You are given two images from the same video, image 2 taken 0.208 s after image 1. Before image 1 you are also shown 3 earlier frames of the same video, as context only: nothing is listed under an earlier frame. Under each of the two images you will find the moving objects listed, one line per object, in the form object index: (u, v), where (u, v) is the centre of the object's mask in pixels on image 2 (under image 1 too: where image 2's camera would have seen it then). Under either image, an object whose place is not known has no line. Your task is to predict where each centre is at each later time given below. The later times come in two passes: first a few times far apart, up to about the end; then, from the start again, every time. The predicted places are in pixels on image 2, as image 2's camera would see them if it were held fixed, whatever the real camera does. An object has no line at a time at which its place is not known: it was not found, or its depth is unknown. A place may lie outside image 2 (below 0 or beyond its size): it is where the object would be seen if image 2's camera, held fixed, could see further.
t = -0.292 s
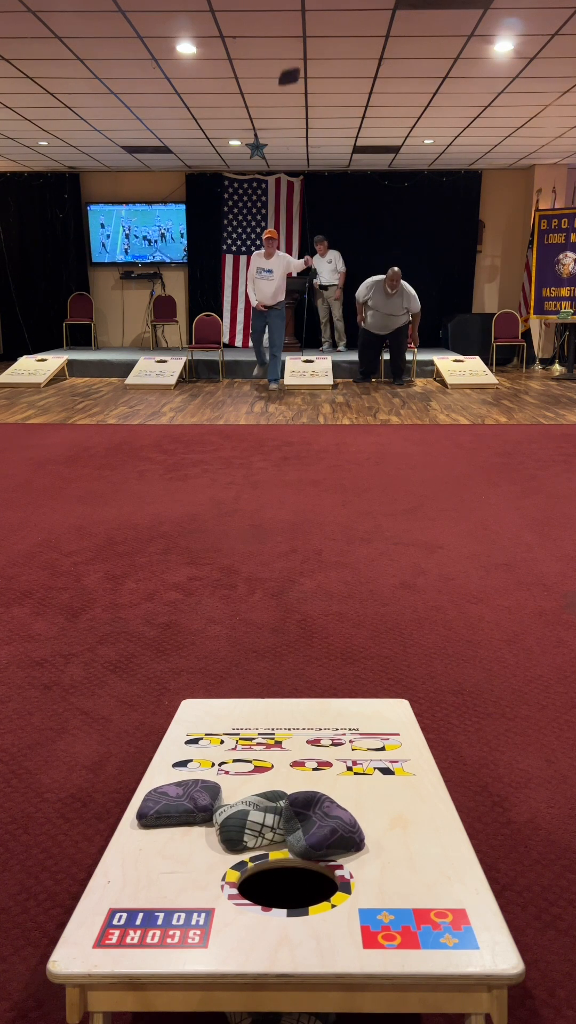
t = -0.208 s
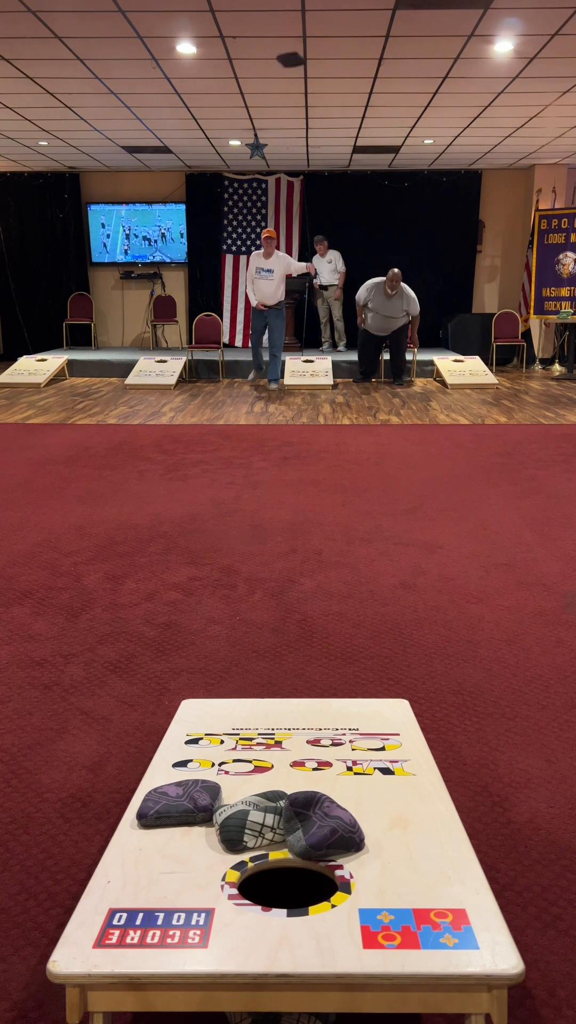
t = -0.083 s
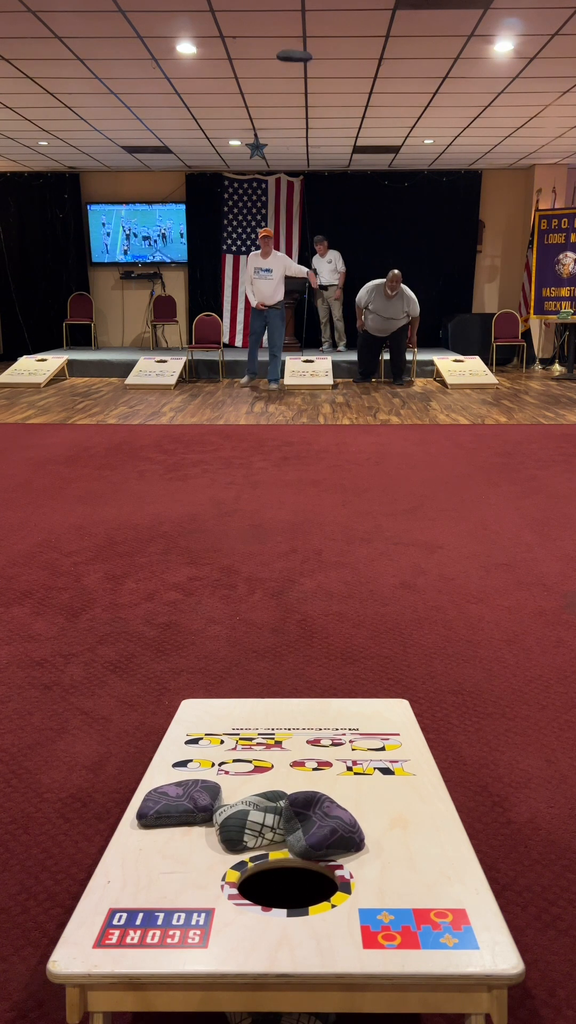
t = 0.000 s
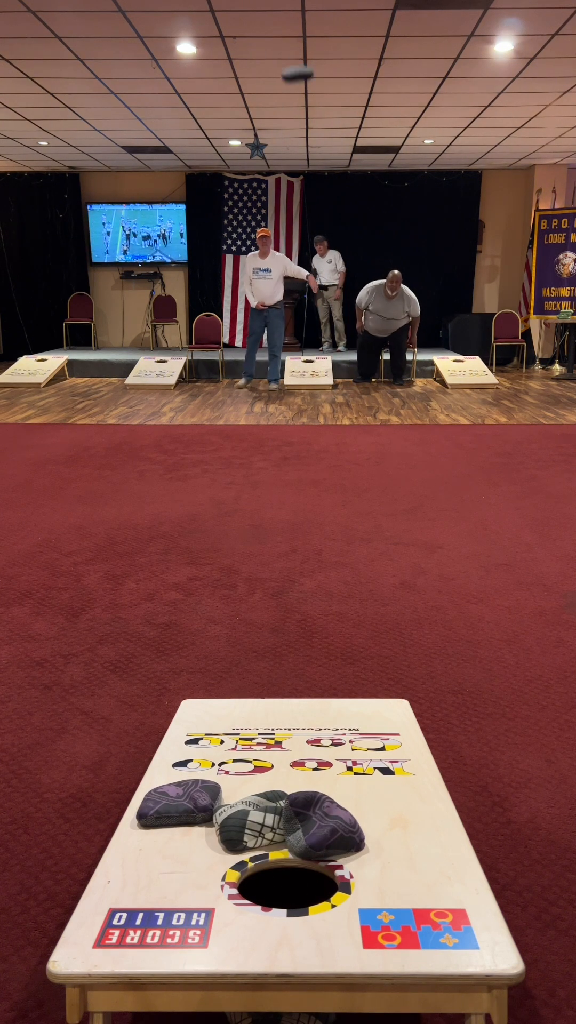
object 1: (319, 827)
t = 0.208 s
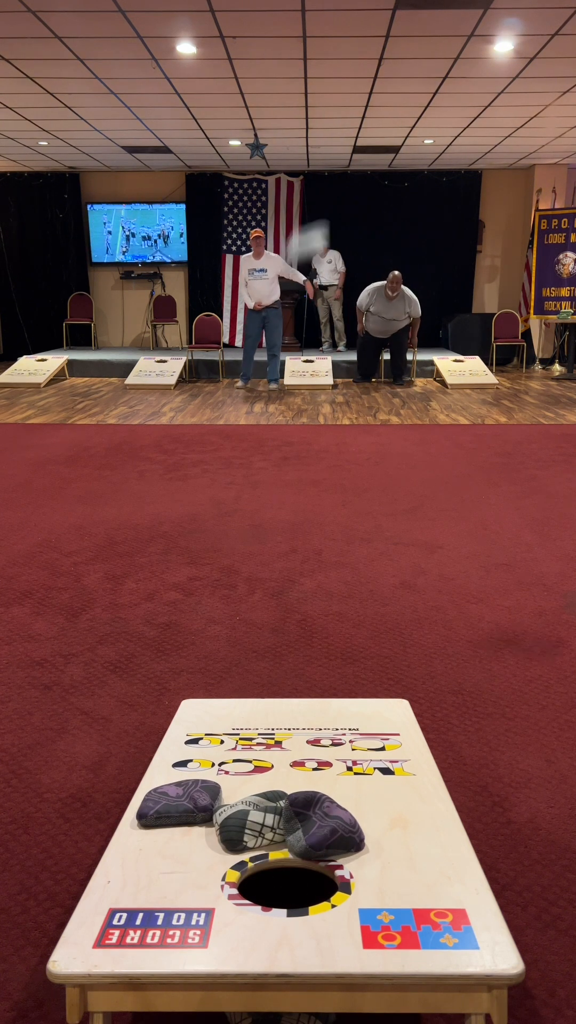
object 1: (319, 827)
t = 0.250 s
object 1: (319, 827)
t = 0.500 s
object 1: (322, 830)
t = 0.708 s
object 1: (319, 880)
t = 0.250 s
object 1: (319, 827)
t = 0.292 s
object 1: (319, 826)
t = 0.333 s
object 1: (319, 826)
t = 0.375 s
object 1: (319, 826)
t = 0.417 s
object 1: (319, 827)
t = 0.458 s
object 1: (320, 828)
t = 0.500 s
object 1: (322, 830)
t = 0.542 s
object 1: (325, 840)
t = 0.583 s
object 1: (332, 844)
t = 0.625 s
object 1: (324, 867)
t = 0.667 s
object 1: (322, 875)
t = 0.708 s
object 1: (319, 880)
